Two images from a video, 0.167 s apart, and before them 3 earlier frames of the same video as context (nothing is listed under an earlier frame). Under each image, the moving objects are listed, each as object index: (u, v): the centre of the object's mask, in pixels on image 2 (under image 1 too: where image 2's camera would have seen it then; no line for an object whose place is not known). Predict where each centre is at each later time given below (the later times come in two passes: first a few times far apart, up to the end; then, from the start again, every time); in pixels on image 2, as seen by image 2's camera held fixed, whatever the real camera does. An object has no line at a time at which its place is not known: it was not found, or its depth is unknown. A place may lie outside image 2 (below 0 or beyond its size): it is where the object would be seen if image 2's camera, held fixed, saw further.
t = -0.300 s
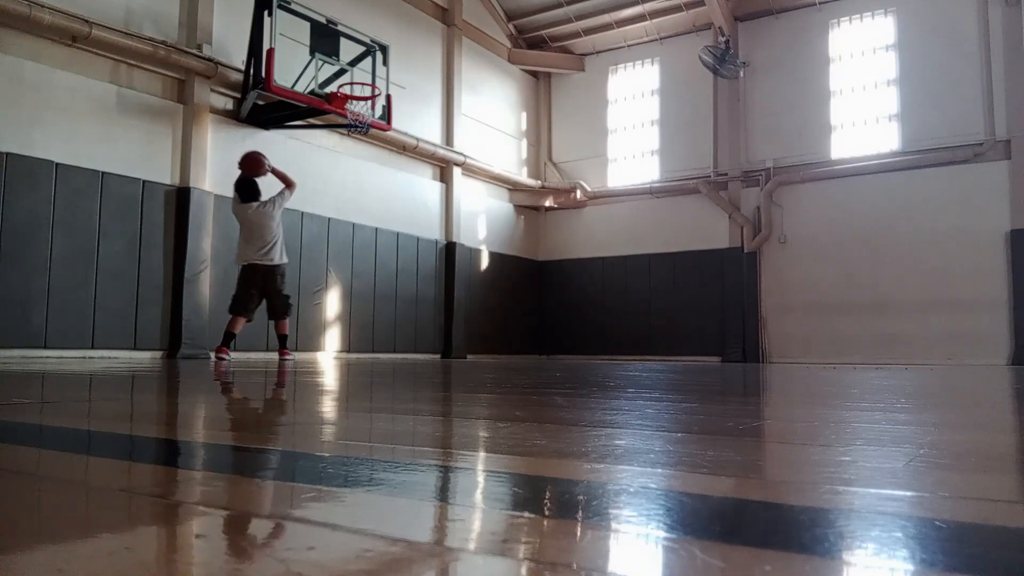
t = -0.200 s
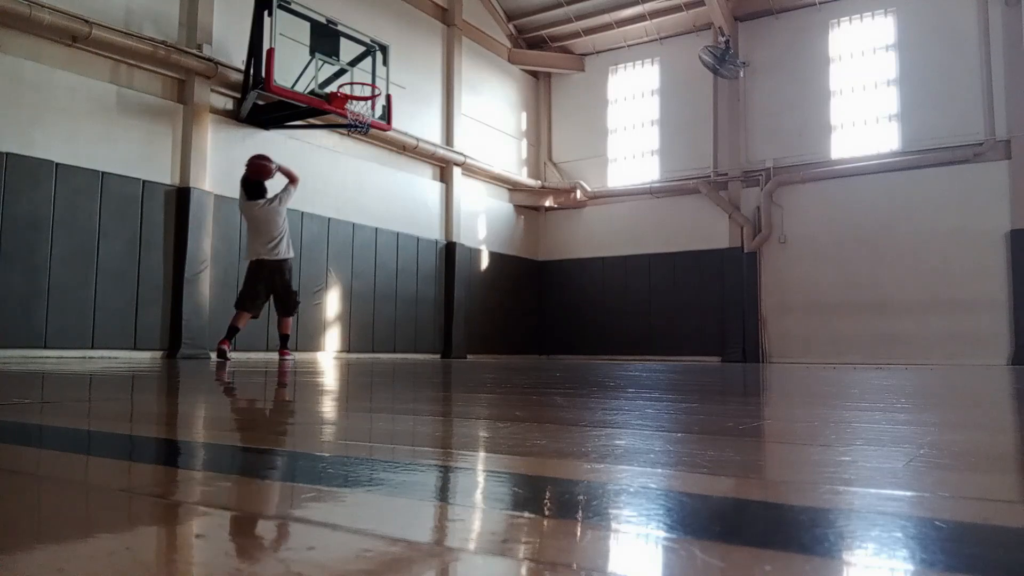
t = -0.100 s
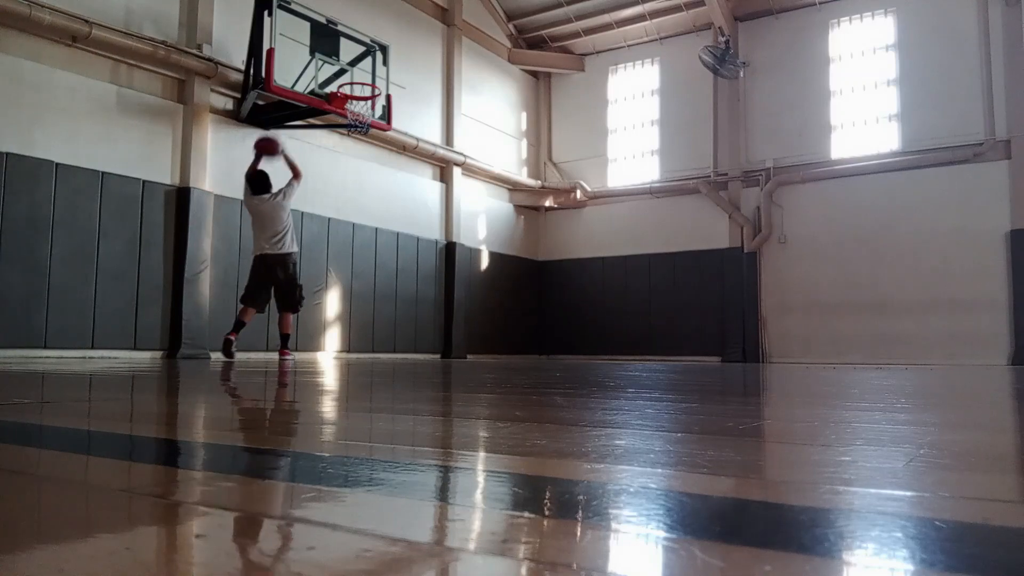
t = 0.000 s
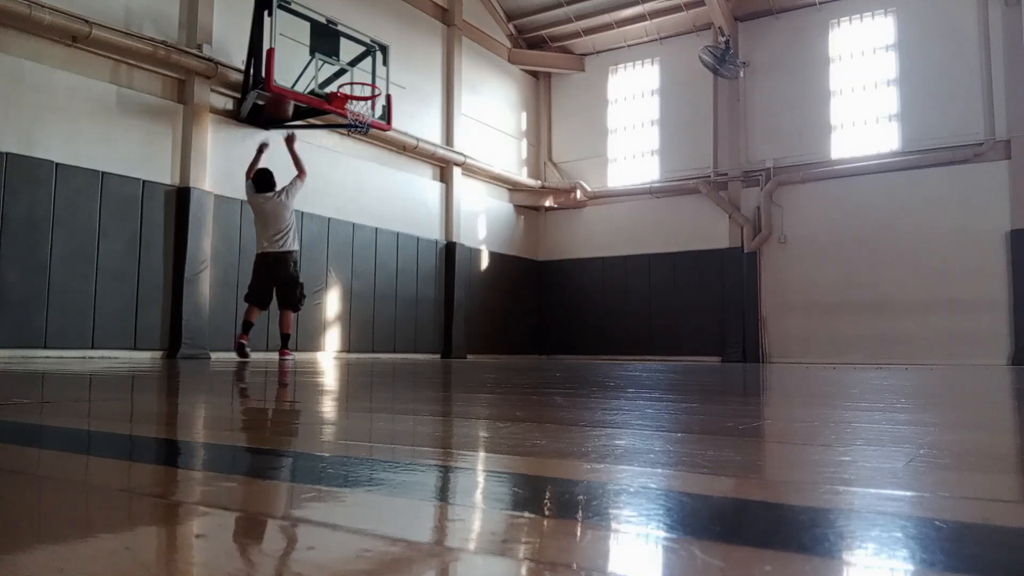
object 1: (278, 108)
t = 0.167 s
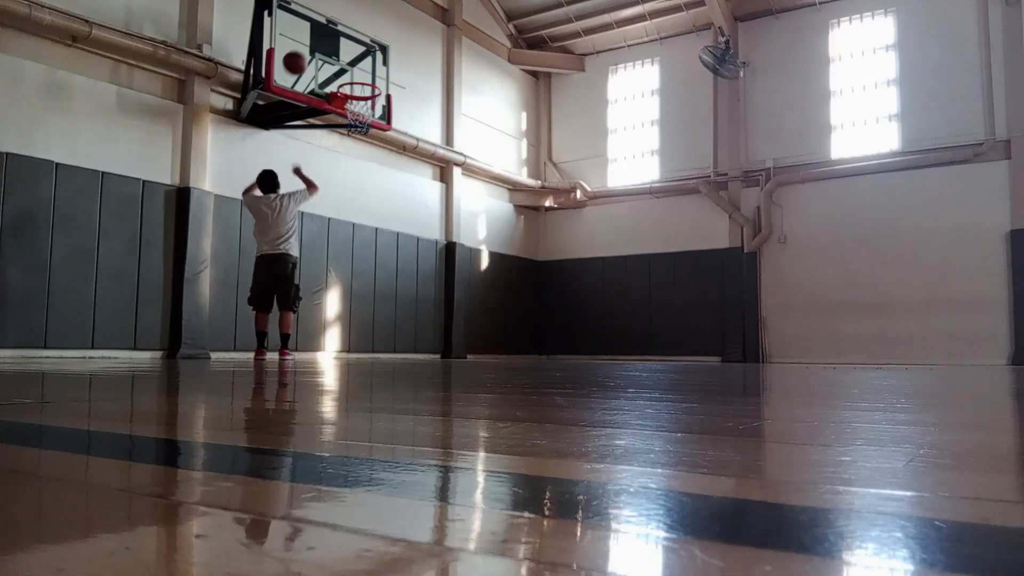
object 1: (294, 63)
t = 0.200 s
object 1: (297, 58)
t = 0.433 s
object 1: (314, 54)
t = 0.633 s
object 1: (344, 72)
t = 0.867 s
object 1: (373, 111)
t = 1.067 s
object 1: (368, 138)
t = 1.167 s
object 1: (365, 163)
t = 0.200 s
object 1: (297, 58)
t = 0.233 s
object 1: (301, 54)
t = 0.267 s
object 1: (303, 52)
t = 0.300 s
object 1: (306, 50)
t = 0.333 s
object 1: (308, 50)
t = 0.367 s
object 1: (310, 50)
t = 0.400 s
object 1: (312, 52)
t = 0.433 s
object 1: (314, 54)
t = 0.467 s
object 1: (316, 57)
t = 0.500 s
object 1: (321, 58)
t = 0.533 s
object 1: (328, 61)
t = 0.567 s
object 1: (334, 64)
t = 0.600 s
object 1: (339, 67)
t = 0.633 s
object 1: (344, 72)
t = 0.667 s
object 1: (350, 77)
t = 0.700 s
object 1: (357, 83)
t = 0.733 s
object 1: (364, 92)
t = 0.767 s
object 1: (369, 99)
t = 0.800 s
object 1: (372, 105)
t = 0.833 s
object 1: (373, 109)
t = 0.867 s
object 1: (373, 111)
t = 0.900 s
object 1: (372, 114)
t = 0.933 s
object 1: (371, 117)
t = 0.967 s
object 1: (370, 121)
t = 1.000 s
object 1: (370, 125)
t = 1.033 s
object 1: (369, 130)
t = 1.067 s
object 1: (368, 138)
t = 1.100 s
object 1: (367, 144)
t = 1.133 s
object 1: (366, 153)
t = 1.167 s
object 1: (365, 163)
